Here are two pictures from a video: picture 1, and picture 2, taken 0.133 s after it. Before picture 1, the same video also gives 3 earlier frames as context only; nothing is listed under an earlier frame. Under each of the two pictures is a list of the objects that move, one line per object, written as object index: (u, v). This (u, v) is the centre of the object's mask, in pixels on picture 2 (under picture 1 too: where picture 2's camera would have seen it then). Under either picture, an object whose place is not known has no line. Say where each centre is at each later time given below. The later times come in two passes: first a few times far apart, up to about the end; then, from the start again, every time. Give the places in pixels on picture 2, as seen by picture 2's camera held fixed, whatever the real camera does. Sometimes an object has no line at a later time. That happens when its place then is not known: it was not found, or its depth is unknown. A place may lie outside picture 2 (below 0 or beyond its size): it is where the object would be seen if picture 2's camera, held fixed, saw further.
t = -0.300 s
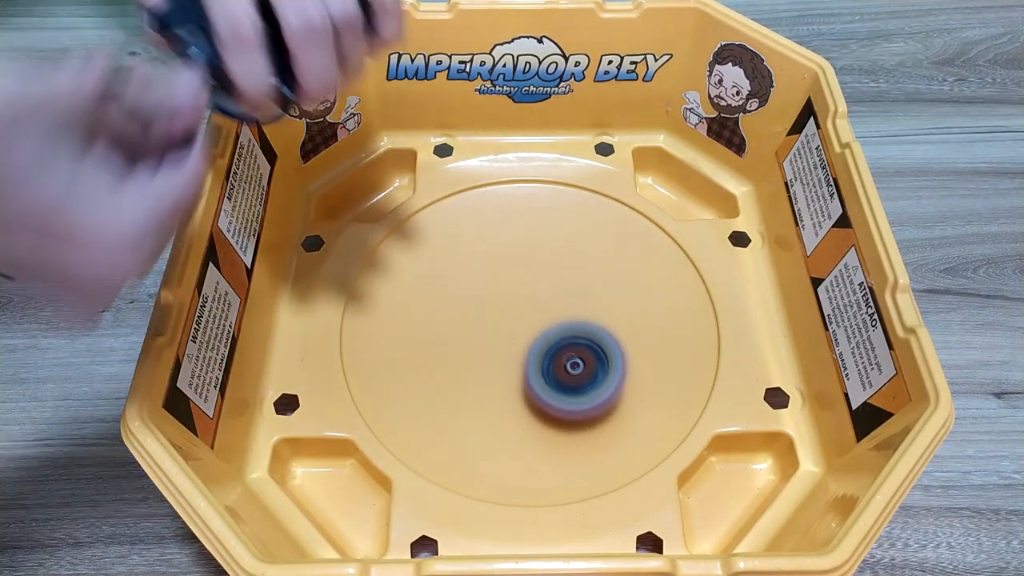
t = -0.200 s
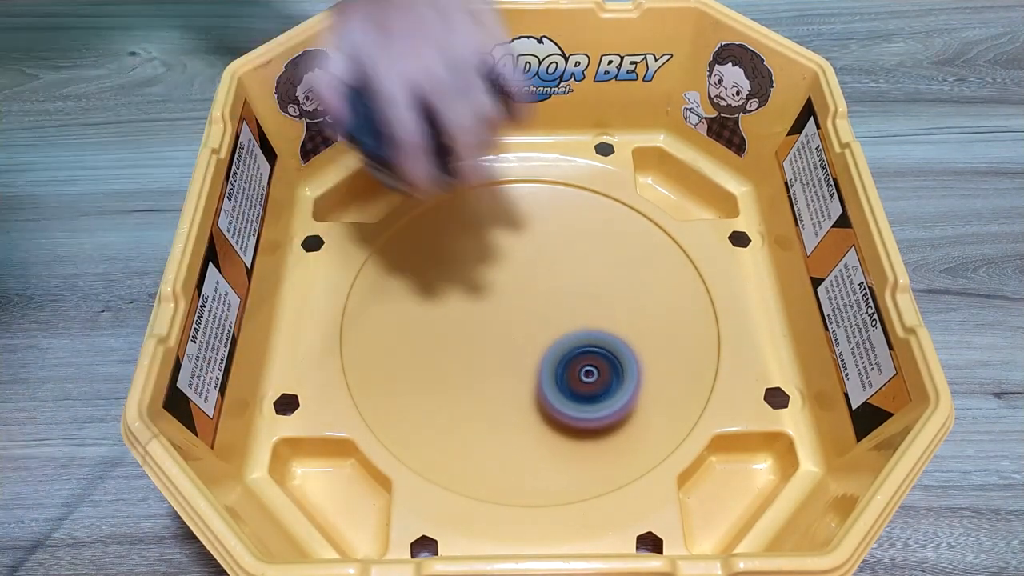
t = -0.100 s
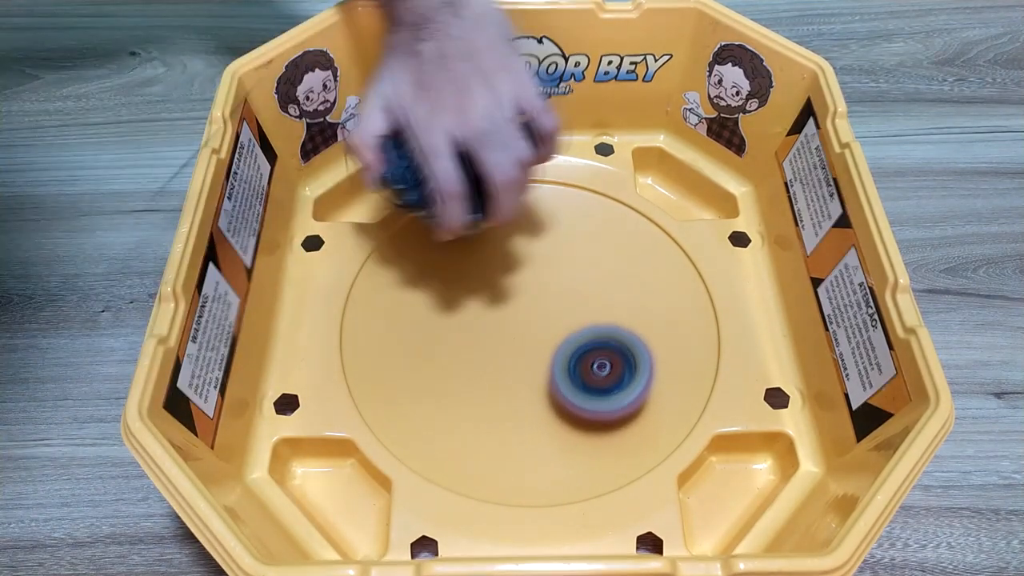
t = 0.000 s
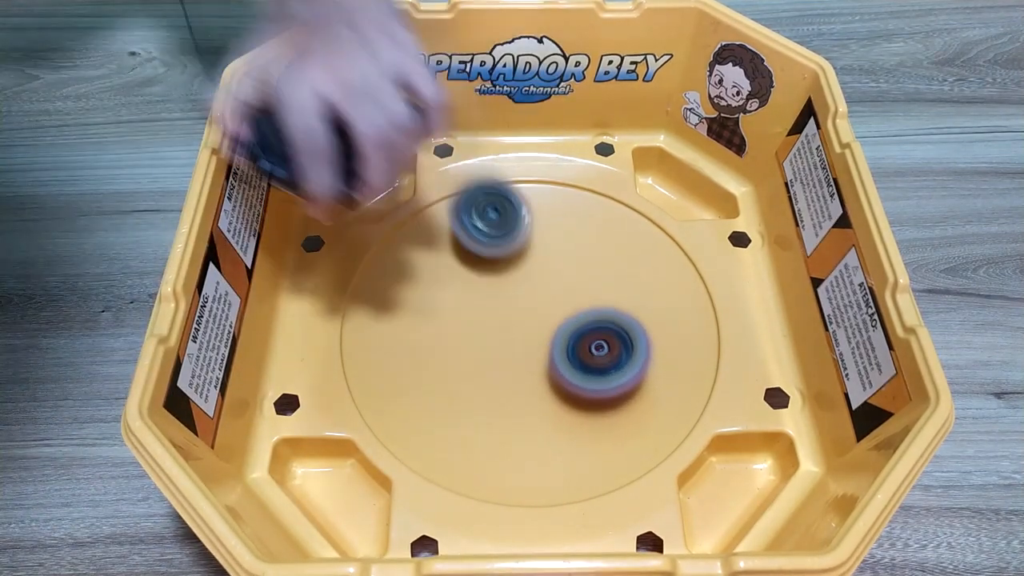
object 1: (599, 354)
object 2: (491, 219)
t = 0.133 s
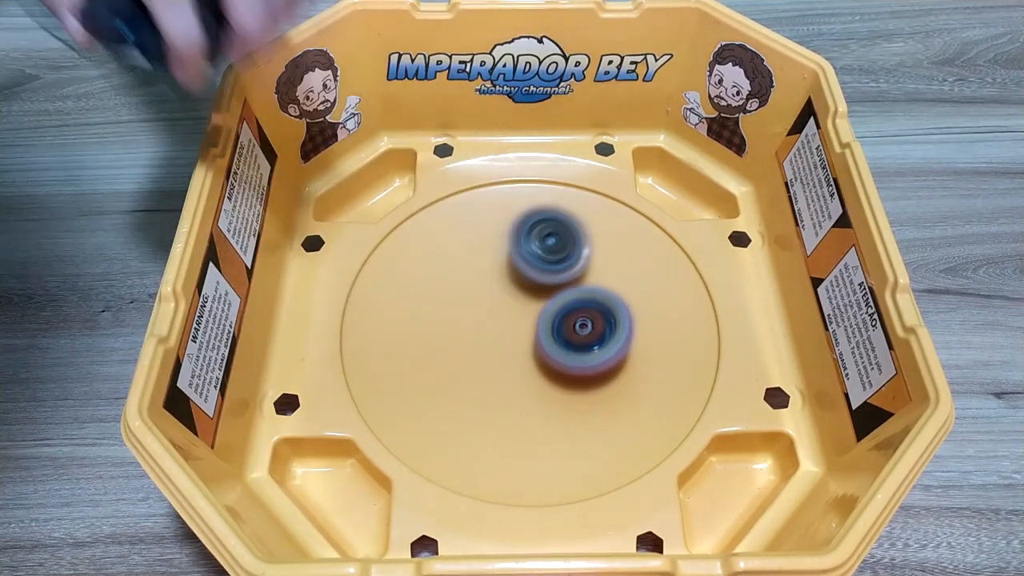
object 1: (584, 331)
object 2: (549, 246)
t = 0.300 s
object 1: (574, 378)
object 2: (594, 218)
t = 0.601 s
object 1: (580, 392)
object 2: (578, 245)
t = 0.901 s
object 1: (576, 386)
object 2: (540, 254)
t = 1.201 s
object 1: (542, 360)
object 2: (586, 235)
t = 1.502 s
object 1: (485, 343)
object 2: (565, 254)
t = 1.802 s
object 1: (486, 367)
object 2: (619, 336)
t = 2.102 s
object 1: (531, 337)
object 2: (662, 308)
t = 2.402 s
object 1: (374, 308)
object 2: (668, 229)
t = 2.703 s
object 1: (369, 360)
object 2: (568, 317)
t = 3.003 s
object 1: (372, 341)
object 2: (714, 310)
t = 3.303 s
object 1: (469, 336)
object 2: (570, 260)
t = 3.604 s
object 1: (437, 340)
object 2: (548, 352)
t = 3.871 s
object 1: (475, 307)
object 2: (601, 448)
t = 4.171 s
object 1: (492, 283)
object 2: (640, 344)
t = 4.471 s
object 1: (448, 254)
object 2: (538, 304)
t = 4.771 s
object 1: (483, 281)
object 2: (521, 423)
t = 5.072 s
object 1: (536, 300)
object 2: (644, 344)
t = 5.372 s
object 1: (387, 258)
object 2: (750, 312)
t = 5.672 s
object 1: (493, 352)
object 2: (689, 317)
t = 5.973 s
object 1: (435, 332)
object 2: (690, 272)
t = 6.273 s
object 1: (464, 333)
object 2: (568, 309)
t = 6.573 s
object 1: (454, 333)
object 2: (653, 363)
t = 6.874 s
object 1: (463, 330)
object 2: (592, 323)
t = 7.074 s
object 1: (320, 299)
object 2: (693, 302)
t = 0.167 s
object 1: (583, 341)
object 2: (559, 239)
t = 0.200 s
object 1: (582, 350)
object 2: (569, 232)
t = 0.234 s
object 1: (579, 360)
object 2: (579, 226)
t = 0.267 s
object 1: (577, 369)
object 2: (587, 222)
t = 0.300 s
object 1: (574, 378)
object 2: (594, 218)
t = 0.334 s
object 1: (573, 385)
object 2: (599, 215)
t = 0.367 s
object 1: (571, 392)
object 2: (602, 215)
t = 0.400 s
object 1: (571, 397)
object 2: (603, 215)
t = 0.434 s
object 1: (571, 400)
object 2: (603, 217)
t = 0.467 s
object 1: (572, 402)
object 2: (600, 221)
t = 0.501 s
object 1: (573, 402)
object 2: (596, 225)
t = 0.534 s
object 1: (575, 400)
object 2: (592, 231)
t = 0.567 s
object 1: (577, 397)
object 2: (585, 238)
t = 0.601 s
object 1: (580, 392)
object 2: (578, 245)
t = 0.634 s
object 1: (581, 387)
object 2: (570, 253)
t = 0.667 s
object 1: (583, 379)
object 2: (564, 262)
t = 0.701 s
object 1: (584, 372)
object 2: (558, 270)
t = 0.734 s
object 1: (584, 364)
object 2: (553, 278)
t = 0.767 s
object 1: (584, 365)
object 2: (548, 279)
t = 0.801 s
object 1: (584, 372)
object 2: (543, 271)
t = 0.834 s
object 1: (583, 379)
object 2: (539, 264)
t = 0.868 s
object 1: (579, 384)
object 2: (538, 258)
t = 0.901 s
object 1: (576, 386)
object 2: (540, 254)
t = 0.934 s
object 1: (572, 389)
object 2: (543, 250)
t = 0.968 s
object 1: (568, 388)
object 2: (549, 248)
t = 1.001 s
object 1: (565, 386)
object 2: (556, 246)
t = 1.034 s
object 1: (561, 382)
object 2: (563, 244)
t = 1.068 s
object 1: (558, 377)
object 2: (570, 242)
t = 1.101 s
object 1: (555, 373)
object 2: (575, 240)
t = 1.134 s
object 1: (551, 369)
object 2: (580, 238)
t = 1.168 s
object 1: (547, 364)
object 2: (584, 237)
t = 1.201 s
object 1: (542, 360)
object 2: (586, 235)
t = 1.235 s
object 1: (534, 355)
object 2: (587, 235)
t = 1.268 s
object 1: (527, 352)
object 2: (586, 234)
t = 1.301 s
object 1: (521, 348)
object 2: (585, 235)
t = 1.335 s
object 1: (513, 346)
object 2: (583, 235)
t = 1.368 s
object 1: (505, 344)
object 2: (580, 236)
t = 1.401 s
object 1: (499, 343)
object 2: (577, 238)
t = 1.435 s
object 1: (493, 342)
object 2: (574, 242)
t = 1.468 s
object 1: (488, 342)
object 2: (570, 247)
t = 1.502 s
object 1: (485, 343)
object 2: (565, 254)
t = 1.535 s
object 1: (484, 344)
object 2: (560, 264)
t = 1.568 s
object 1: (482, 346)
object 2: (558, 275)
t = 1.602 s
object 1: (483, 347)
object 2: (557, 288)
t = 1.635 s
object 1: (479, 352)
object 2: (564, 298)
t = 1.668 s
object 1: (478, 357)
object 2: (573, 307)
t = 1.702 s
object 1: (477, 361)
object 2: (584, 316)
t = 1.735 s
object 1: (478, 364)
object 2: (595, 324)
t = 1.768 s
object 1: (481, 366)
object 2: (607, 331)
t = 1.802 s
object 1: (486, 367)
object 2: (619, 336)
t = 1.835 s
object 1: (492, 368)
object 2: (630, 339)
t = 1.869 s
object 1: (500, 367)
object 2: (639, 340)
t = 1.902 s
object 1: (507, 365)
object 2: (648, 339)
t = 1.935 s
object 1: (515, 362)
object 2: (656, 337)
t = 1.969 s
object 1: (521, 359)
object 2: (661, 334)
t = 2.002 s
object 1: (525, 355)
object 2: (665, 329)
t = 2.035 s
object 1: (529, 349)
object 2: (666, 323)
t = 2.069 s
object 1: (531, 343)
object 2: (666, 316)
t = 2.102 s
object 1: (531, 337)
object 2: (662, 308)
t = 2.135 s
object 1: (530, 332)
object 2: (657, 300)
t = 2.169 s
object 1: (527, 325)
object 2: (650, 291)
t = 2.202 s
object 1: (523, 319)
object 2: (640, 282)
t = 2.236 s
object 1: (519, 313)
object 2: (628, 274)
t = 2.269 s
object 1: (513, 307)
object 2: (612, 269)
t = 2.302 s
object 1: (506, 302)
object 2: (593, 265)
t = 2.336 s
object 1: (464, 304)
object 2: (612, 255)
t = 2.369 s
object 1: (415, 307)
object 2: (644, 241)
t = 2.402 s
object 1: (374, 308)
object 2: (668, 229)
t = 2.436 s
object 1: (342, 308)
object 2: (668, 227)
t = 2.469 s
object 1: (322, 309)
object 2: (661, 237)
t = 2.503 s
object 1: (307, 318)
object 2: (651, 250)
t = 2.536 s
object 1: (307, 322)
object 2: (638, 261)
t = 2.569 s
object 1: (316, 335)
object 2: (625, 272)
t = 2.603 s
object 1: (325, 340)
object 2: (610, 283)
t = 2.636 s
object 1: (336, 346)
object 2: (595, 294)
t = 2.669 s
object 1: (349, 353)
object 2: (581, 305)
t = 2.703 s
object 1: (369, 360)
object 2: (568, 317)
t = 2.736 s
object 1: (395, 363)
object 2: (556, 329)
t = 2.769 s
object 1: (422, 365)
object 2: (545, 340)
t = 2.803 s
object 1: (436, 363)
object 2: (548, 352)
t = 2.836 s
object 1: (405, 359)
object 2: (601, 356)
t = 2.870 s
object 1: (378, 358)
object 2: (654, 356)
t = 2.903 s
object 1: (359, 353)
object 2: (701, 353)
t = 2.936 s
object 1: (357, 347)
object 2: (715, 335)
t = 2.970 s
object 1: (362, 344)
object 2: (717, 317)
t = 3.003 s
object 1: (372, 341)
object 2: (714, 310)
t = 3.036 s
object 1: (384, 338)
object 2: (704, 307)
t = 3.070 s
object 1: (400, 336)
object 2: (684, 296)
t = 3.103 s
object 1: (416, 334)
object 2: (662, 286)
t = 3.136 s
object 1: (434, 331)
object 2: (641, 278)
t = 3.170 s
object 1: (452, 330)
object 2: (618, 273)
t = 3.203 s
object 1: (468, 328)
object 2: (595, 271)
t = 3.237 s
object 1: (483, 326)
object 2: (573, 272)
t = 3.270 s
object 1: (483, 329)
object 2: (564, 268)
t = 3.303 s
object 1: (469, 336)
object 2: (570, 260)
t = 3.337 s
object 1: (457, 340)
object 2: (574, 256)
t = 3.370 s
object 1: (447, 343)
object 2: (575, 255)
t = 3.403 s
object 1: (439, 346)
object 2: (573, 259)
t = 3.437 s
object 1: (434, 346)
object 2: (569, 267)
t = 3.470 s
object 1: (431, 347)
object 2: (564, 279)
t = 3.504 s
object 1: (430, 346)
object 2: (558, 295)
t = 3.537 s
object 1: (431, 345)
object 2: (553, 314)
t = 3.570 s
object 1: (433, 343)
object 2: (549, 333)
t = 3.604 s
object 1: (437, 340)
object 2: (548, 352)
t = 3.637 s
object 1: (440, 337)
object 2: (548, 372)
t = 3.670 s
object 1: (445, 333)
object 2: (551, 391)
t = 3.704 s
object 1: (450, 328)
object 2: (557, 408)
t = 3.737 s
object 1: (455, 324)
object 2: (563, 422)
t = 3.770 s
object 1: (460, 320)
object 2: (572, 434)
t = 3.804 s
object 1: (465, 315)
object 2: (581, 443)
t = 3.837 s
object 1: (470, 311)
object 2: (591, 447)
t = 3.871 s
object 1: (475, 307)
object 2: (601, 448)
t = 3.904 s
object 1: (479, 303)
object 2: (610, 446)
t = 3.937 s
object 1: (483, 300)
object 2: (618, 439)
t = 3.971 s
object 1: (485, 297)
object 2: (625, 430)
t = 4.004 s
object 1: (488, 294)
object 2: (631, 419)
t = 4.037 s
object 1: (489, 292)
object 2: (636, 406)
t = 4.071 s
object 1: (490, 289)
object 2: (641, 391)
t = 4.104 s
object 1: (491, 287)
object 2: (644, 376)
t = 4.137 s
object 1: (492, 285)
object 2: (644, 361)
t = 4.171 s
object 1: (492, 283)
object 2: (640, 344)
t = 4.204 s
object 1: (493, 282)
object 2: (629, 327)
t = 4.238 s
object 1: (494, 280)
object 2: (616, 313)
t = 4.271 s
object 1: (495, 279)
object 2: (599, 300)
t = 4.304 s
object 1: (490, 274)
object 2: (586, 292)
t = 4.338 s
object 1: (481, 269)
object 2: (577, 288)
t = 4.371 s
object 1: (473, 264)
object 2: (566, 287)
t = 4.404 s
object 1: (461, 258)
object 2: (561, 290)
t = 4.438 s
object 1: (452, 254)
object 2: (551, 295)
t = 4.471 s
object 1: (448, 254)
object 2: (538, 304)
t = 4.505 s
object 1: (447, 256)
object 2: (526, 313)
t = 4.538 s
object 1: (448, 258)
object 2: (514, 324)
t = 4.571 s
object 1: (451, 262)
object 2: (504, 338)
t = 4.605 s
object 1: (456, 266)
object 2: (498, 353)
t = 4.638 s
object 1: (461, 270)
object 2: (495, 370)
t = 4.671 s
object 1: (467, 273)
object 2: (496, 384)
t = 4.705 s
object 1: (473, 276)
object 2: (500, 398)
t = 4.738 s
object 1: (478, 279)
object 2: (509, 411)
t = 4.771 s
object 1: (483, 281)
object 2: (521, 423)
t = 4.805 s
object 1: (488, 283)
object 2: (537, 432)
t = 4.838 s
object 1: (493, 286)
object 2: (554, 437)
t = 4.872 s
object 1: (499, 288)
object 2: (574, 438)
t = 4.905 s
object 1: (505, 291)
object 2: (595, 432)
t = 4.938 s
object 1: (512, 293)
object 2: (613, 422)
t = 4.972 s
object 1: (518, 295)
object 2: (629, 407)
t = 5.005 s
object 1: (525, 297)
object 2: (639, 389)
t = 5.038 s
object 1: (531, 299)
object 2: (645, 367)
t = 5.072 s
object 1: (536, 300)
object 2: (644, 344)
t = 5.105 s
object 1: (541, 301)
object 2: (639, 323)
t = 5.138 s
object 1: (510, 285)
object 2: (676, 318)
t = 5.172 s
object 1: (466, 263)
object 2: (721, 313)
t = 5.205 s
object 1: (427, 242)
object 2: (735, 302)
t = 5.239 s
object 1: (395, 225)
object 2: (742, 302)
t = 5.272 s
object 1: (385, 223)
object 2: (746, 312)
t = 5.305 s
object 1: (381, 229)
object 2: (750, 311)
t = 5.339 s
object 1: (383, 242)
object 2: (752, 308)
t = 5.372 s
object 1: (387, 258)
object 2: (750, 312)
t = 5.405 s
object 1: (394, 273)
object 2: (750, 310)
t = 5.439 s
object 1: (403, 291)
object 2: (746, 310)
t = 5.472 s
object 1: (414, 307)
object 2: (742, 310)
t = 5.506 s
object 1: (426, 320)
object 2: (736, 311)
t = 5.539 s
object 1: (439, 332)
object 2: (731, 311)
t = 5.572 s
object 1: (451, 341)
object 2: (725, 311)
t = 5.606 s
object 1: (465, 346)
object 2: (718, 313)
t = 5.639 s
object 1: (478, 350)
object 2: (706, 315)
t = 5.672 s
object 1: (493, 352)
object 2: (689, 317)
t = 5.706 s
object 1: (505, 353)
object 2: (669, 316)
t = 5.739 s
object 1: (519, 352)
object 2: (651, 314)
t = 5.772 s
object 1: (529, 349)
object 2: (634, 315)
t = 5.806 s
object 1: (521, 347)
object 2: (637, 314)
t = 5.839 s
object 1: (494, 345)
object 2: (662, 304)
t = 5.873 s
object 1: (471, 341)
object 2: (681, 297)
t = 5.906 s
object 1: (454, 337)
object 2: (694, 287)
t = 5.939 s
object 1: (442, 334)
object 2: (698, 278)
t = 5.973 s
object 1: (435, 332)
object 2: (690, 272)
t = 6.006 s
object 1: (433, 331)
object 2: (680, 268)
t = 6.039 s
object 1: (434, 331)
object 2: (668, 266)
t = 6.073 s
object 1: (437, 333)
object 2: (657, 265)
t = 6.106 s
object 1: (442, 334)
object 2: (644, 267)
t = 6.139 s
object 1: (446, 335)
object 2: (629, 270)
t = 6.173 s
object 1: (450, 335)
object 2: (613, 278)
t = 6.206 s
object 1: (454, 335)
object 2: (597, 289)
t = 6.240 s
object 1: (460, 334)
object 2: (582, 299)
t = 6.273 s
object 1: (464, 333)
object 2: (568, 309)
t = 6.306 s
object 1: (462, 332)
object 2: (564, 322)
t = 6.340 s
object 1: (453, 331)
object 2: (572, 334)
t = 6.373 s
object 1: (450, 331)
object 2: (582, 344)
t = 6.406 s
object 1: (449, 331)
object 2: (593, 354)
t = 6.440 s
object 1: (450, 332)
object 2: (606, 360)
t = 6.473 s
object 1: (451, 332)
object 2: (619, 365)
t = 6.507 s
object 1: (452, 333)
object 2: (632, 367)
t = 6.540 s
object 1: (453, 333)
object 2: (644, 366)
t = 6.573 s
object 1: (454, 333)
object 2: (653, 363)
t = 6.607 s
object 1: (455, 333)
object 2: (659, 356)
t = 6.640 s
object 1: (456, 334)
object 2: (660, 348)
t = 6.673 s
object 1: (458, 334)
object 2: (656, 340)
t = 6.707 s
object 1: (459, 334)
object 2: (646, 332)
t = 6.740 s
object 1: (462, 333)
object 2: (633, 327)
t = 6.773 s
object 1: (465, 333)
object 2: (616, 322)
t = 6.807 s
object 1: (469, 332)
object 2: (598, 321)
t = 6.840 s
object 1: (471, 331)
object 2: (582, 321)
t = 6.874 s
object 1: (463, 330)
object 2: (592, 323)
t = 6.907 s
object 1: (415, 323)
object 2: (617, 323)
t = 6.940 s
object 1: (378, 316)
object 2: (652, 321)
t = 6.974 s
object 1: (351, 309)
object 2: (668, 318)
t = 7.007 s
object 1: (335, 303)
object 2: (682, 314)
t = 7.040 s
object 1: (325, 302)
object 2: (692, 309)
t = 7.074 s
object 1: (320, 299)
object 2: (693, 302)
